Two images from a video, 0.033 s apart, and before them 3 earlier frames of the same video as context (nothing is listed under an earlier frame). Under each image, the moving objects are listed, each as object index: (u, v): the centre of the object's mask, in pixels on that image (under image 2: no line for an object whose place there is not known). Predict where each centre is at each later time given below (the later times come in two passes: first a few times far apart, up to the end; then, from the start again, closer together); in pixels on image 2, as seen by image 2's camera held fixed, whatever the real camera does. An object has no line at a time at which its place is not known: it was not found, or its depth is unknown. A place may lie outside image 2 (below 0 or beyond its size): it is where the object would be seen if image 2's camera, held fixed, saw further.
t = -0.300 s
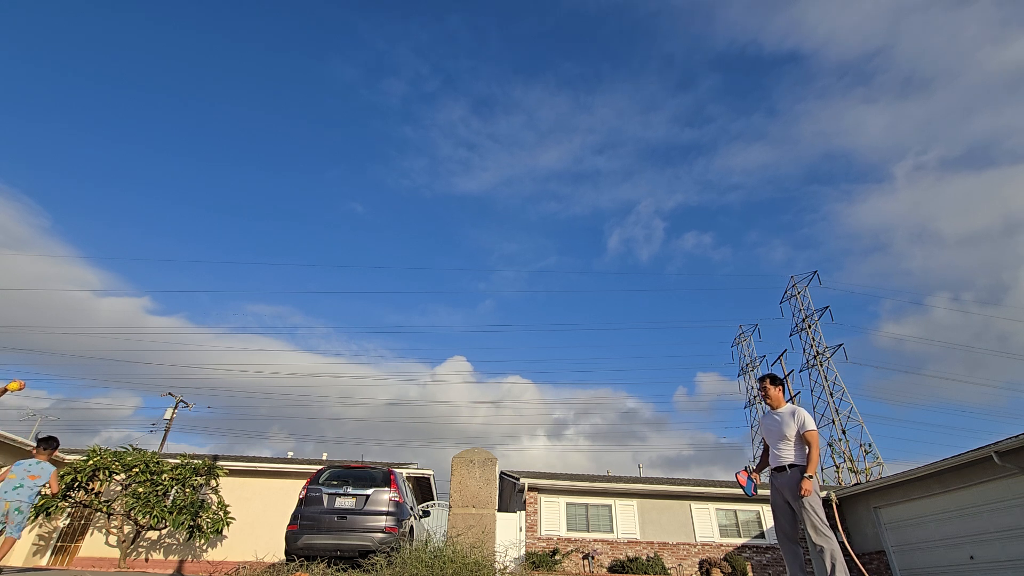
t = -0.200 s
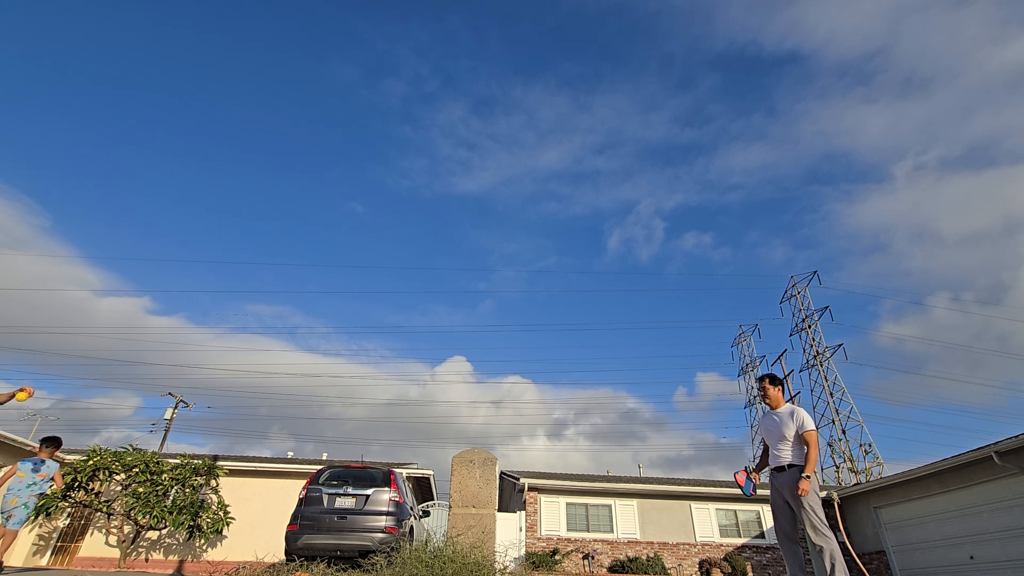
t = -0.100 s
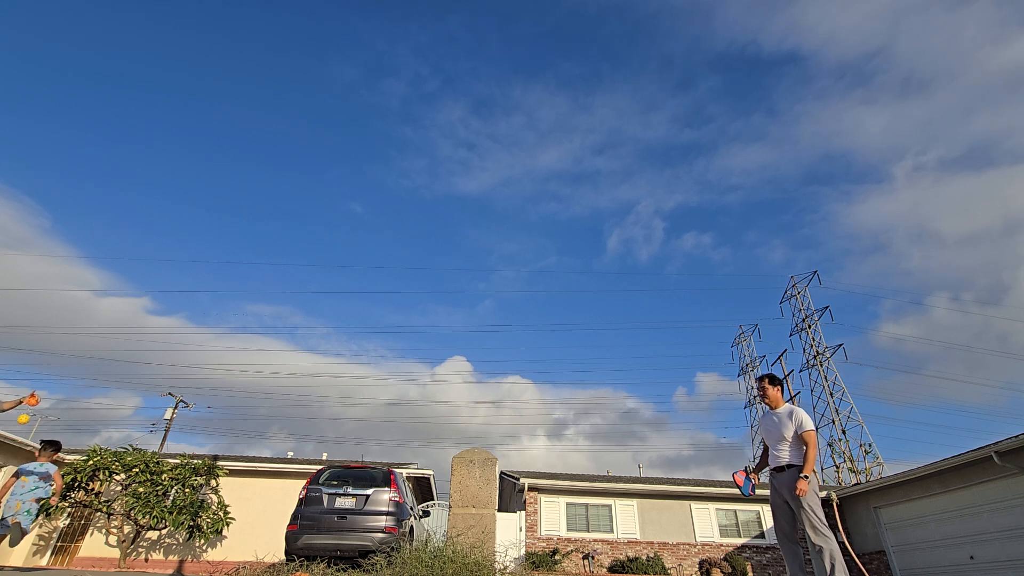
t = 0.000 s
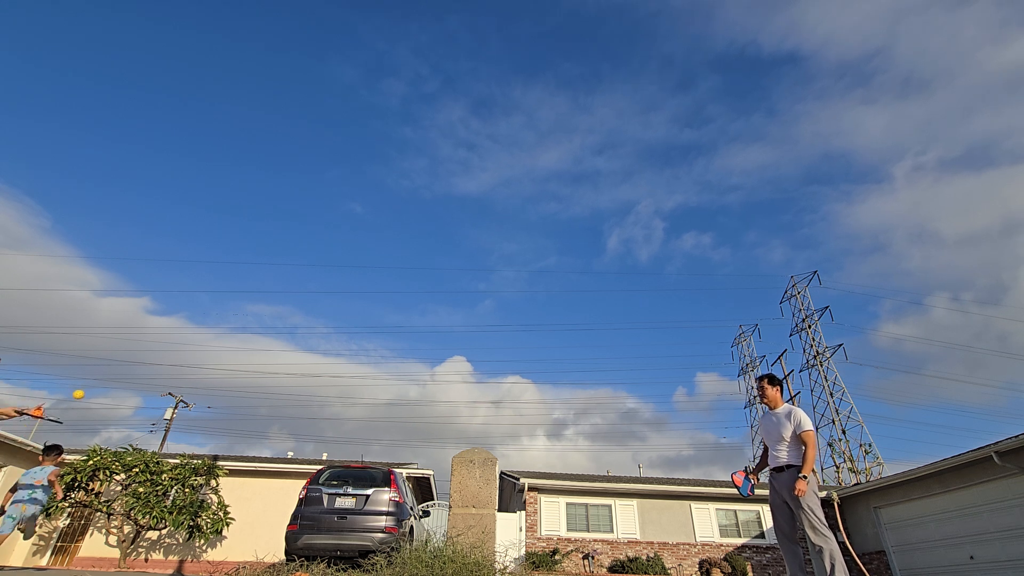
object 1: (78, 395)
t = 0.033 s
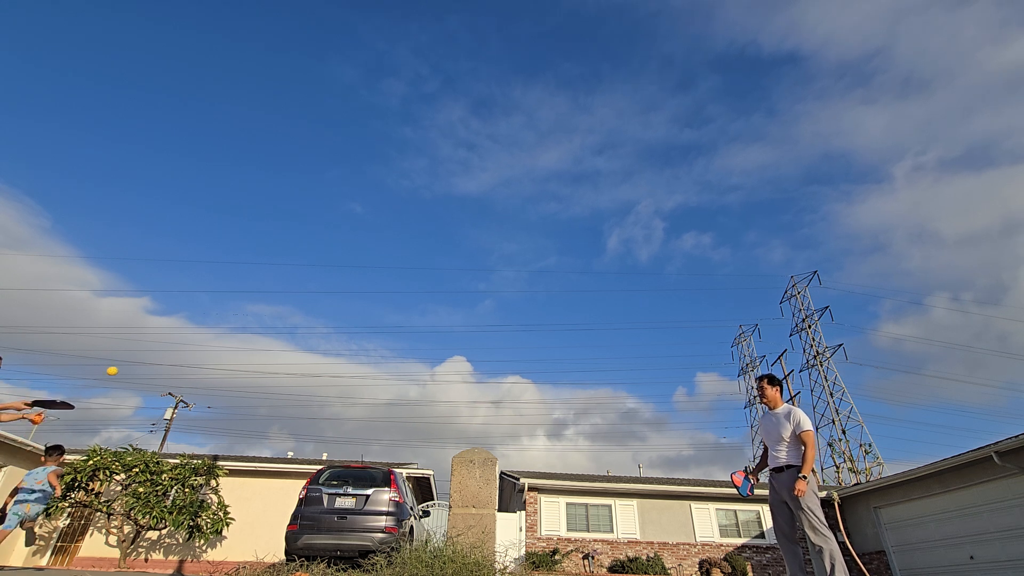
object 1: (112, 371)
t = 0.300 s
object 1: (311, 262)
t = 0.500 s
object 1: (412, 239)
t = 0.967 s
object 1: (597, 313)
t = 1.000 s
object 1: (609, 325)
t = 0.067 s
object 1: (143, 350)
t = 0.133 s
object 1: (199, 316)
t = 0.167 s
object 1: (224, 302)
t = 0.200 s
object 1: (248, 290)
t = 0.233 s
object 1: (269, 279)
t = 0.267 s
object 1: (291, 270)
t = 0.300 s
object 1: (311, 262)
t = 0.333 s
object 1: (329, 256)
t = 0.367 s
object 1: (347, 250)
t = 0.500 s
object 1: (412, 239)
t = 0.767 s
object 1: (522, 260)
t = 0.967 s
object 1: (597, 313)
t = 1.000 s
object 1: (609, 325)
